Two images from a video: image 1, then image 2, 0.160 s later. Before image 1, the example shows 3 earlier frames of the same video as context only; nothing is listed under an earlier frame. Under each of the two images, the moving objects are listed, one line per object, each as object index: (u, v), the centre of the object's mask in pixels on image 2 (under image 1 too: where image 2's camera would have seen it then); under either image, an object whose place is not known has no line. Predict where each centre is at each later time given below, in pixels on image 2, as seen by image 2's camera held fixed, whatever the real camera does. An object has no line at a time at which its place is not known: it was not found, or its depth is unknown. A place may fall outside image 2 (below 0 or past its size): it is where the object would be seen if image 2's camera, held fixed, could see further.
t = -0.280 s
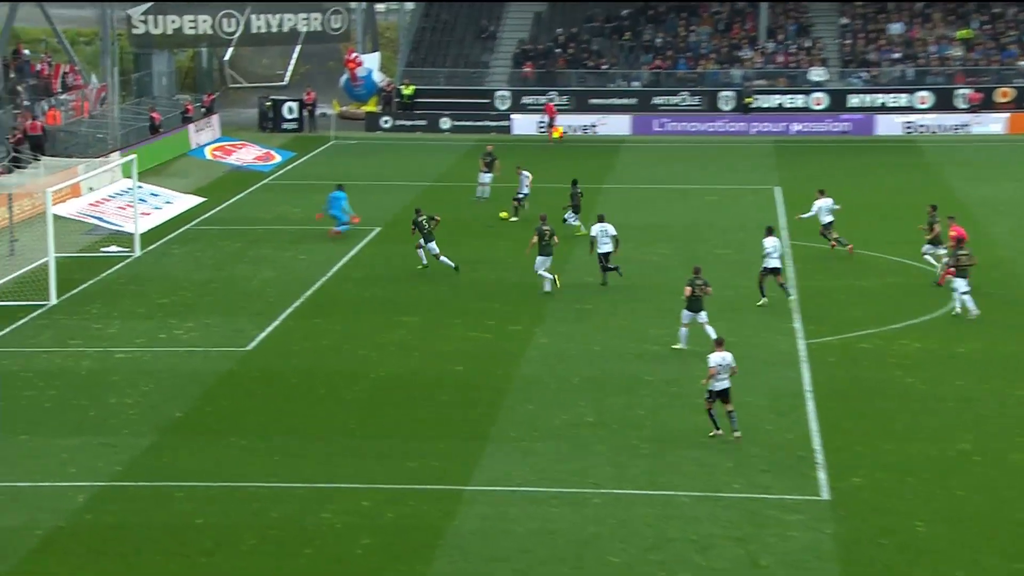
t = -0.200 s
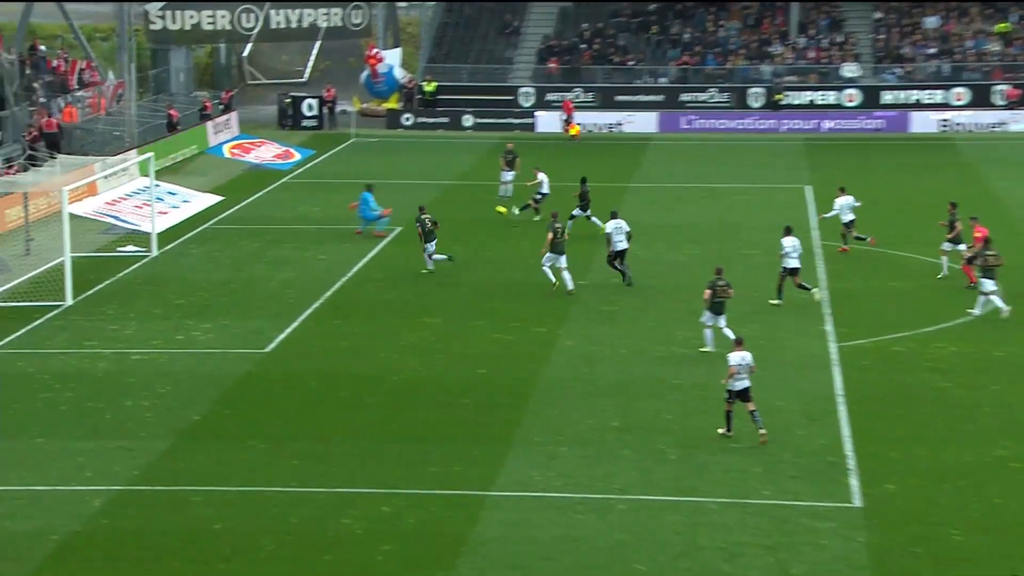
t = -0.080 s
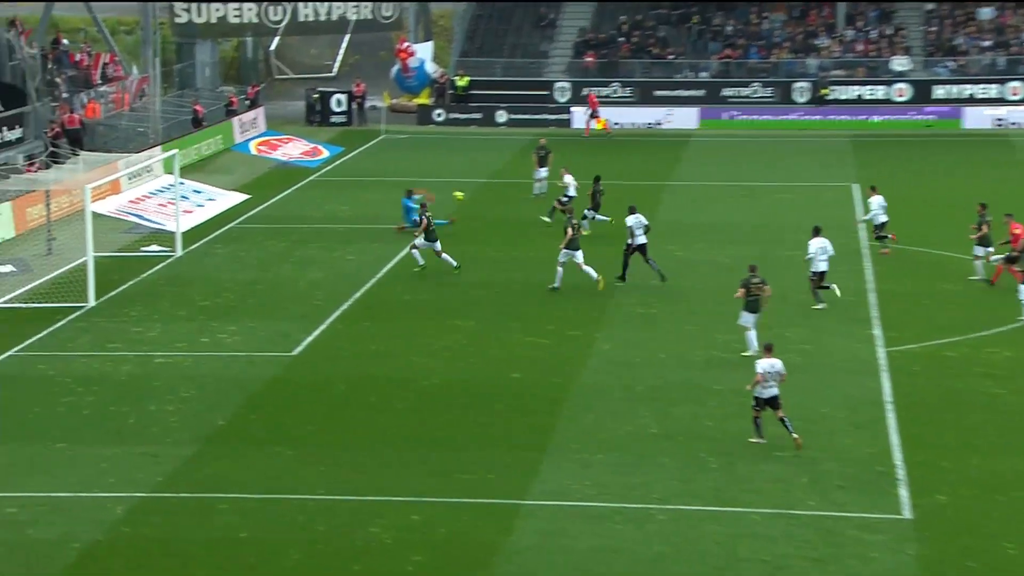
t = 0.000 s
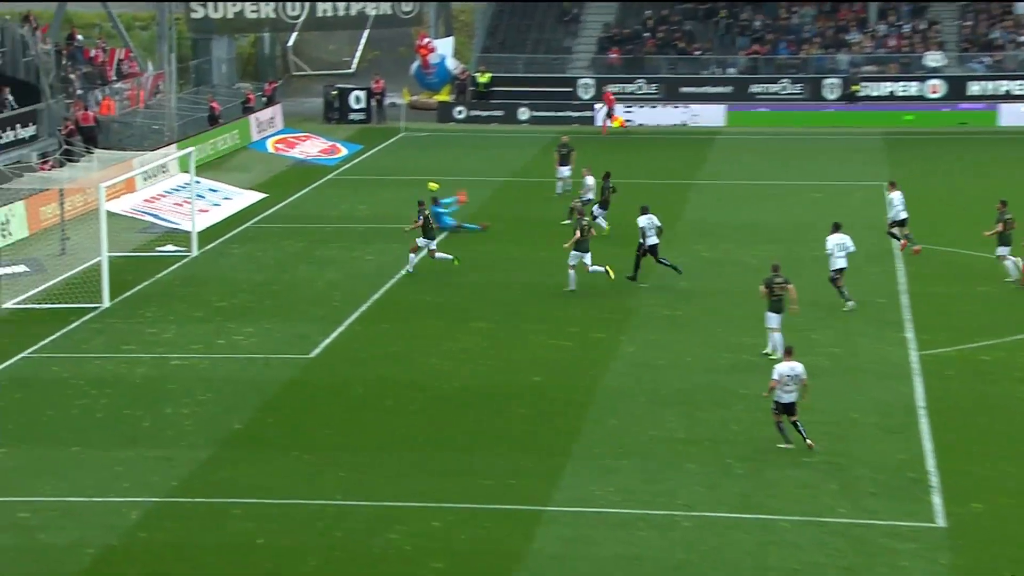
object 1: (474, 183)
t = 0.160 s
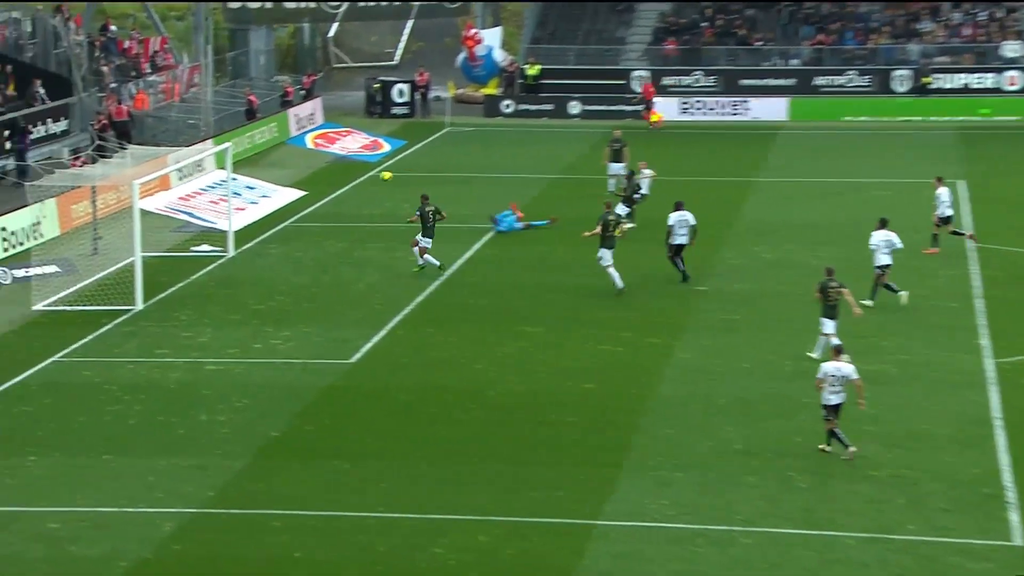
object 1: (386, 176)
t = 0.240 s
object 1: (342, 177)
